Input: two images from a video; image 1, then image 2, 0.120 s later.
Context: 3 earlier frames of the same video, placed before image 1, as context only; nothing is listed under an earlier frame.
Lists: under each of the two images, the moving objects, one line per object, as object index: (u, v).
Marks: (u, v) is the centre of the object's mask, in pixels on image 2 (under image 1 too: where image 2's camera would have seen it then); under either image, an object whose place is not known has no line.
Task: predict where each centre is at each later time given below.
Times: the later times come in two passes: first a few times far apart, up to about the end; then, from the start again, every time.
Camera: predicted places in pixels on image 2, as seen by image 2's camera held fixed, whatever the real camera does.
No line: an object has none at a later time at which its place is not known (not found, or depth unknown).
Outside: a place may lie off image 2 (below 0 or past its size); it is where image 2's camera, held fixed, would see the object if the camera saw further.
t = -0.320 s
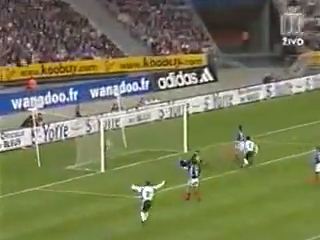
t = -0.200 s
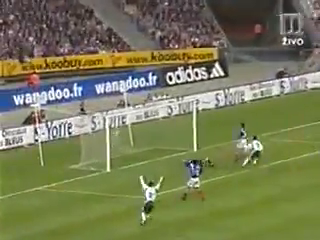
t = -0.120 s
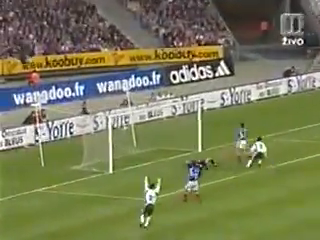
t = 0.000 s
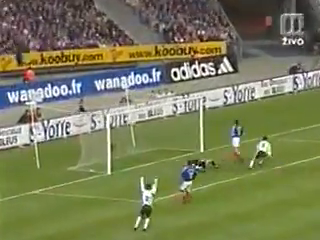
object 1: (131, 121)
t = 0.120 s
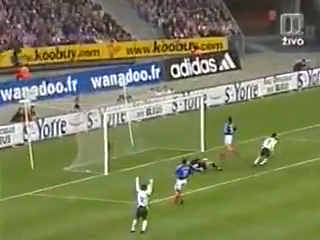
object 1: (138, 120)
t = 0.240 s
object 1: (148, 122)
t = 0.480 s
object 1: (165, 134)
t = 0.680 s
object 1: (173, 144)
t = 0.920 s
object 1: (172, 141)
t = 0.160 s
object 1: (141, 119)
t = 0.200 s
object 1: (145, 121)
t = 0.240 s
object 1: (148, 122)
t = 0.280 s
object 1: (151, 123)
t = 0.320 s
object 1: (154, 124)
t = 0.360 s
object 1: (157, 127)
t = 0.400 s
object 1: (160, 129)
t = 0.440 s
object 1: (163, 131)
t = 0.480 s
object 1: (165, 134)
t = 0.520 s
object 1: (168, 137)
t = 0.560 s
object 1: (170, 140)
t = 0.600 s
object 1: (172, 143)
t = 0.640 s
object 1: (174, 145)
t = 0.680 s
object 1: (173, 144)
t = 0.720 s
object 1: (173, 142)
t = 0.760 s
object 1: (173, 141)
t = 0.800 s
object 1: (172, 141)
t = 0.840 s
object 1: (172, 141)
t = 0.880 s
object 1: (172, 141)
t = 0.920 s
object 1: (172, 141)
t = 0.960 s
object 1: (171, 142)
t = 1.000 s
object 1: (171, 144)
